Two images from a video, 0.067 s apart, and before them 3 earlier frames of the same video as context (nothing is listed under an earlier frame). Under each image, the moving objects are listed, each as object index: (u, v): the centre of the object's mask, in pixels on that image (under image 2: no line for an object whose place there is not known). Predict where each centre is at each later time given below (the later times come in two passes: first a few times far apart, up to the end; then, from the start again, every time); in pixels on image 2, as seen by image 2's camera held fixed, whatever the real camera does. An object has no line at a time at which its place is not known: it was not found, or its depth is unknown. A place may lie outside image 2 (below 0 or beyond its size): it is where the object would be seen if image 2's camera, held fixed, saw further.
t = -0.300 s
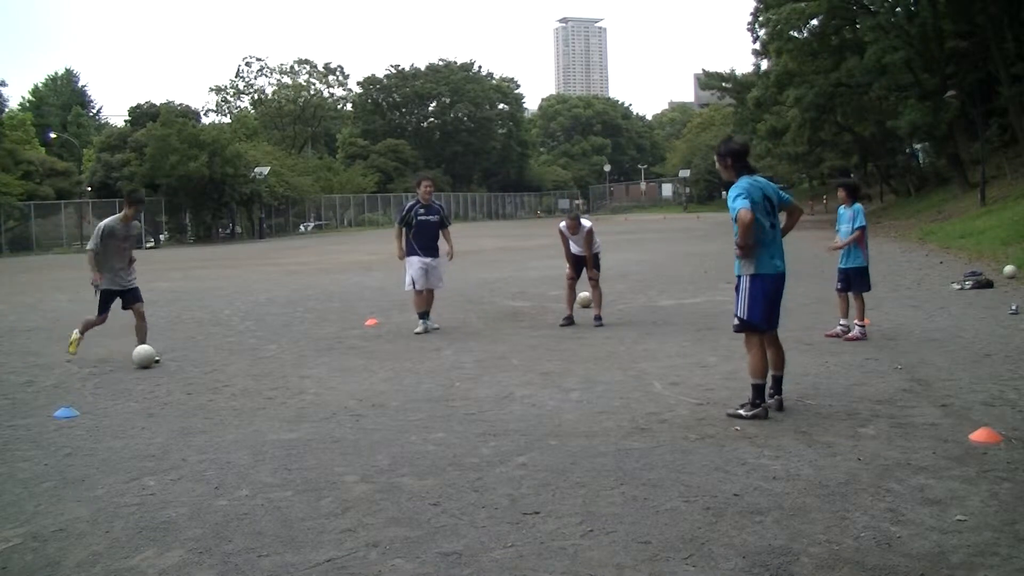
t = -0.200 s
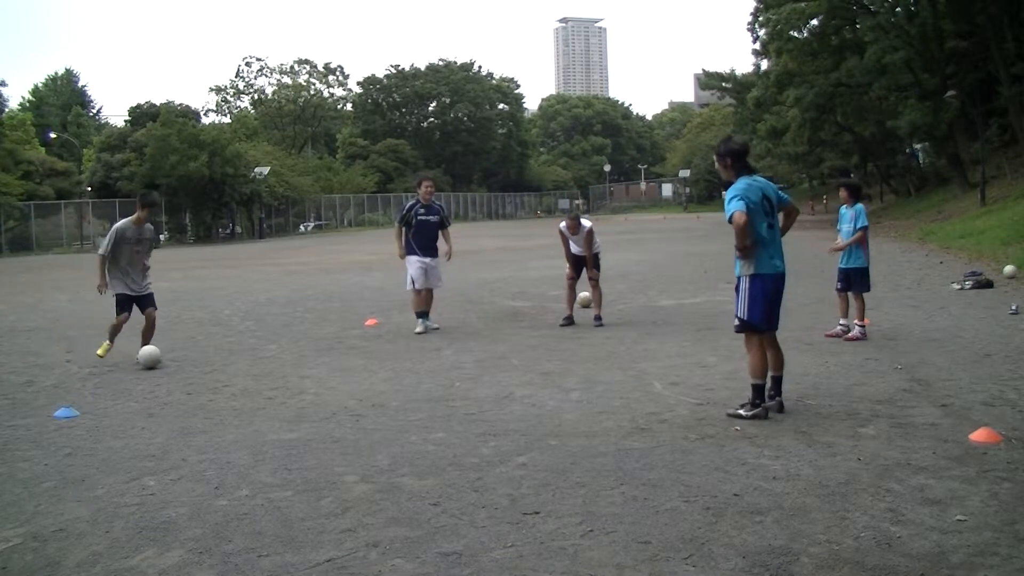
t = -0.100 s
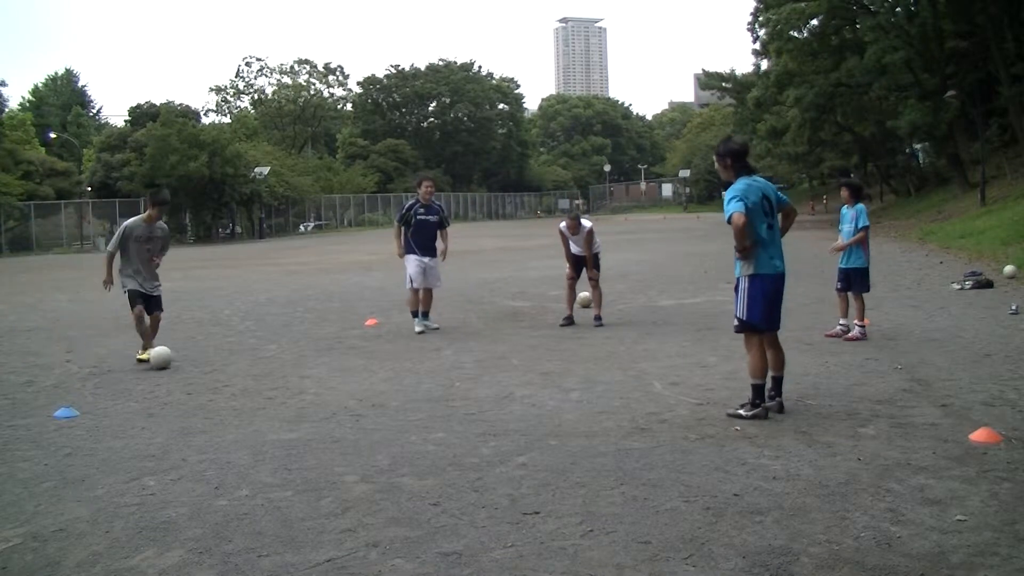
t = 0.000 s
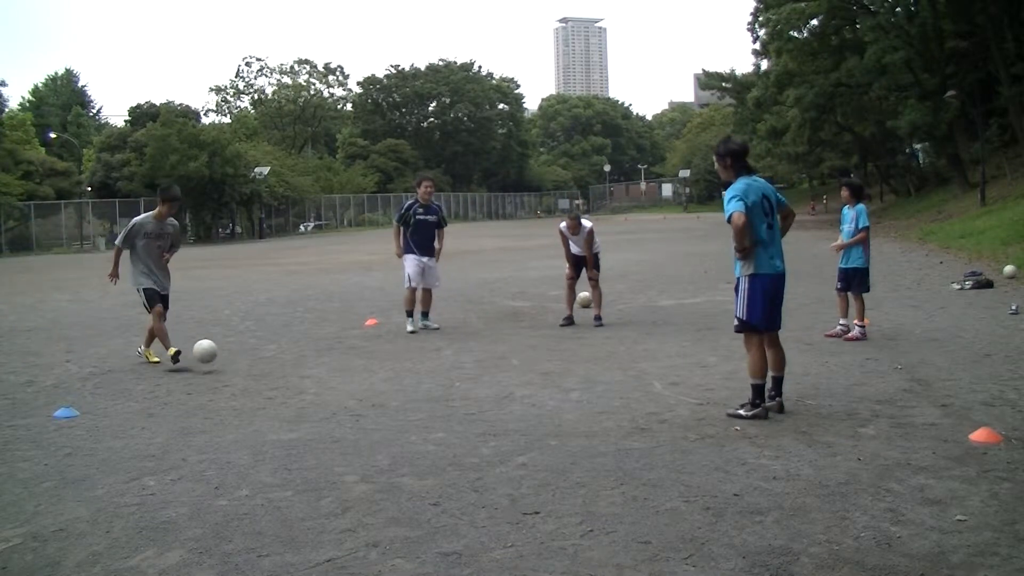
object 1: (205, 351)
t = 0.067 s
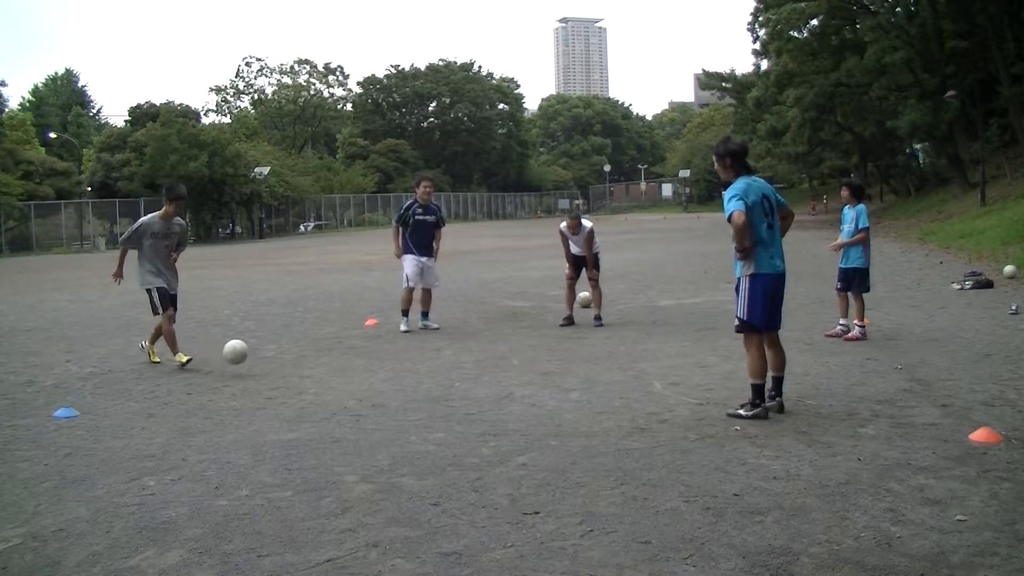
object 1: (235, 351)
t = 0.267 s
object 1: (329, 366)
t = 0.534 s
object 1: (442, 375)
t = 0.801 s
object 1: (568, 386)
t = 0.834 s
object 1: (585, 387)
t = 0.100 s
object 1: (252, 354)
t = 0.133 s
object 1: (269, 358)
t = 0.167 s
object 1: (285, 363)
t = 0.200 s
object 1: (302, 370)
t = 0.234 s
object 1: (316, 368)
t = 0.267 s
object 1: (329, 366)
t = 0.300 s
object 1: (342, 364)
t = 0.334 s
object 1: (356, 365)
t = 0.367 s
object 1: (369, 367)
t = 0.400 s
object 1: (384, 370)
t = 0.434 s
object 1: (398, 376)
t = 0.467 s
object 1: (413, 377)
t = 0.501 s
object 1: (427, 375)
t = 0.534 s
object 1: (442, 375)
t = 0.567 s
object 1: (457, 376)
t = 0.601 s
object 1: (471, 380)
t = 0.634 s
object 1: (488, 383)
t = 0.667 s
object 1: (503, 383)
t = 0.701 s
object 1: (519, 383)
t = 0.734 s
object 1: (536, 385)
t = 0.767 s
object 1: (552, 387)
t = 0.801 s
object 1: (568, 386)
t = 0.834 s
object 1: (585, 387)
